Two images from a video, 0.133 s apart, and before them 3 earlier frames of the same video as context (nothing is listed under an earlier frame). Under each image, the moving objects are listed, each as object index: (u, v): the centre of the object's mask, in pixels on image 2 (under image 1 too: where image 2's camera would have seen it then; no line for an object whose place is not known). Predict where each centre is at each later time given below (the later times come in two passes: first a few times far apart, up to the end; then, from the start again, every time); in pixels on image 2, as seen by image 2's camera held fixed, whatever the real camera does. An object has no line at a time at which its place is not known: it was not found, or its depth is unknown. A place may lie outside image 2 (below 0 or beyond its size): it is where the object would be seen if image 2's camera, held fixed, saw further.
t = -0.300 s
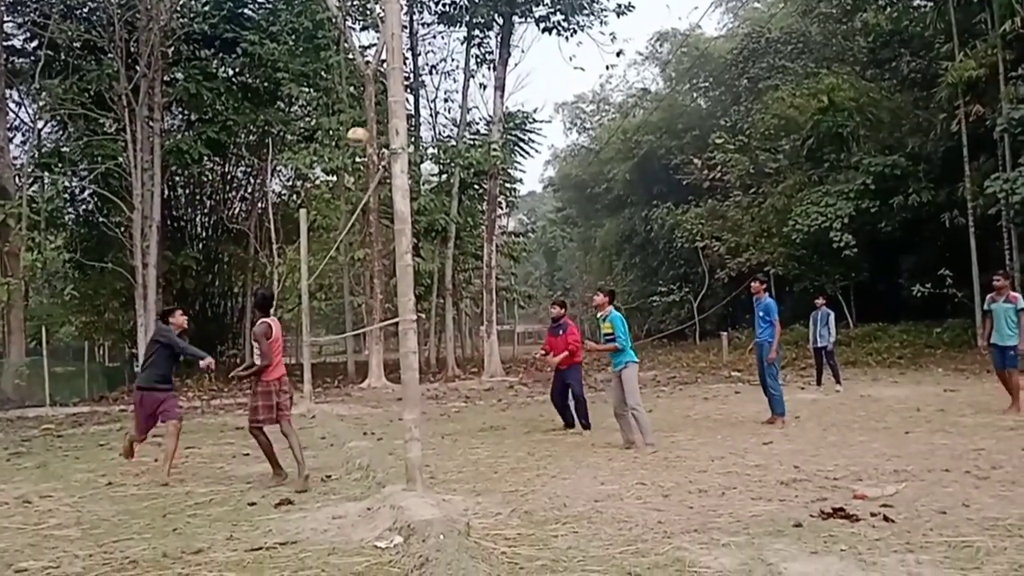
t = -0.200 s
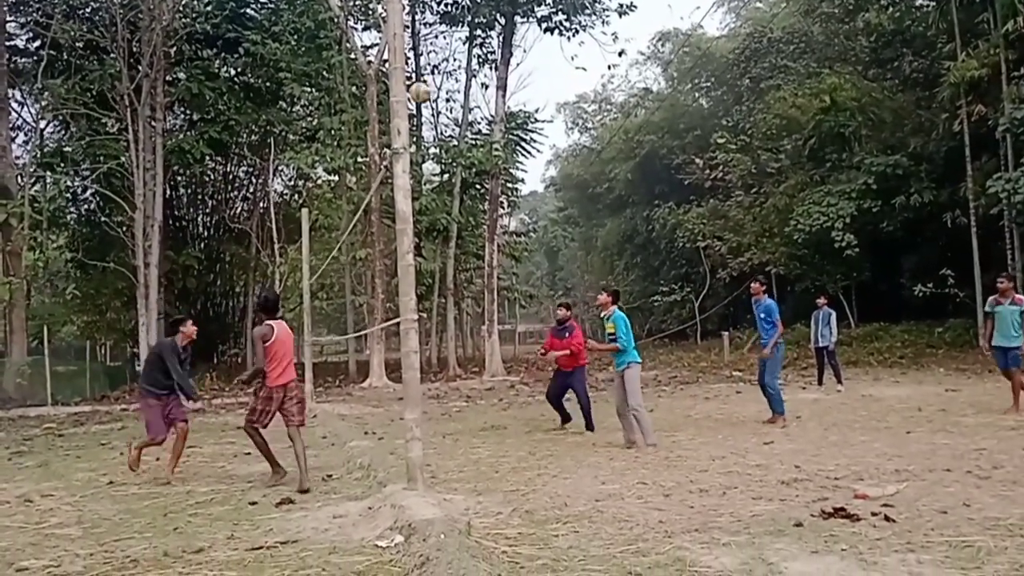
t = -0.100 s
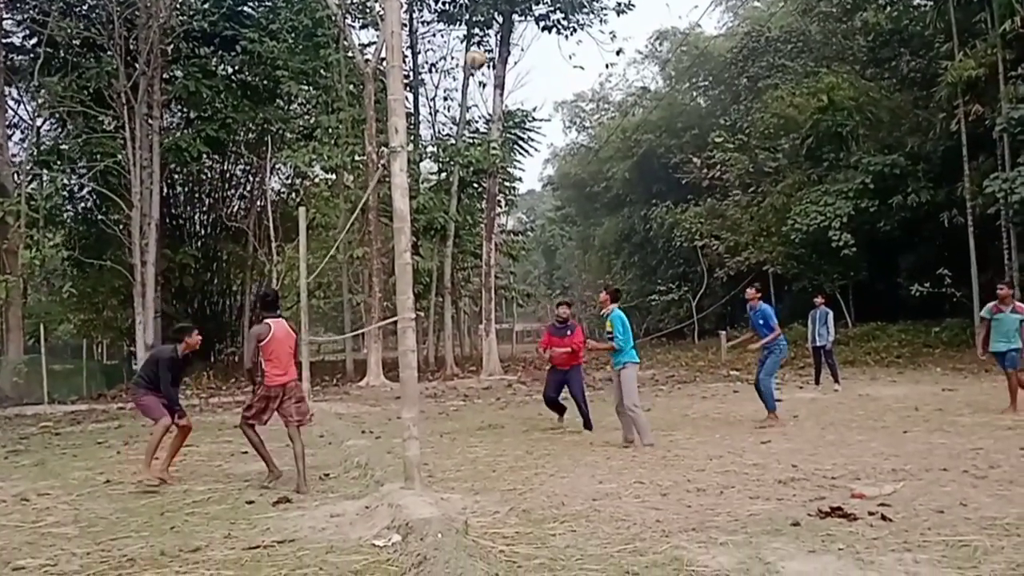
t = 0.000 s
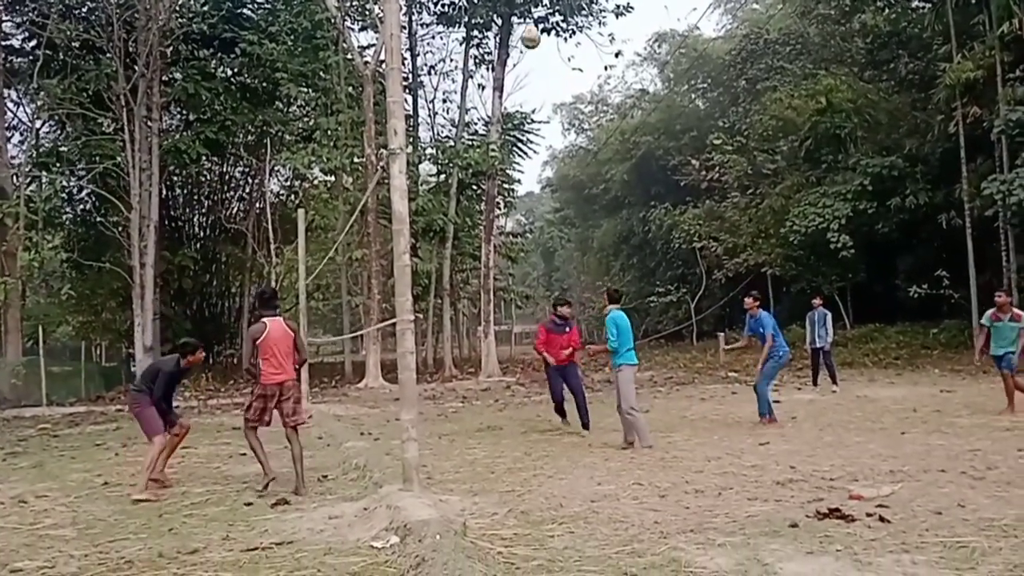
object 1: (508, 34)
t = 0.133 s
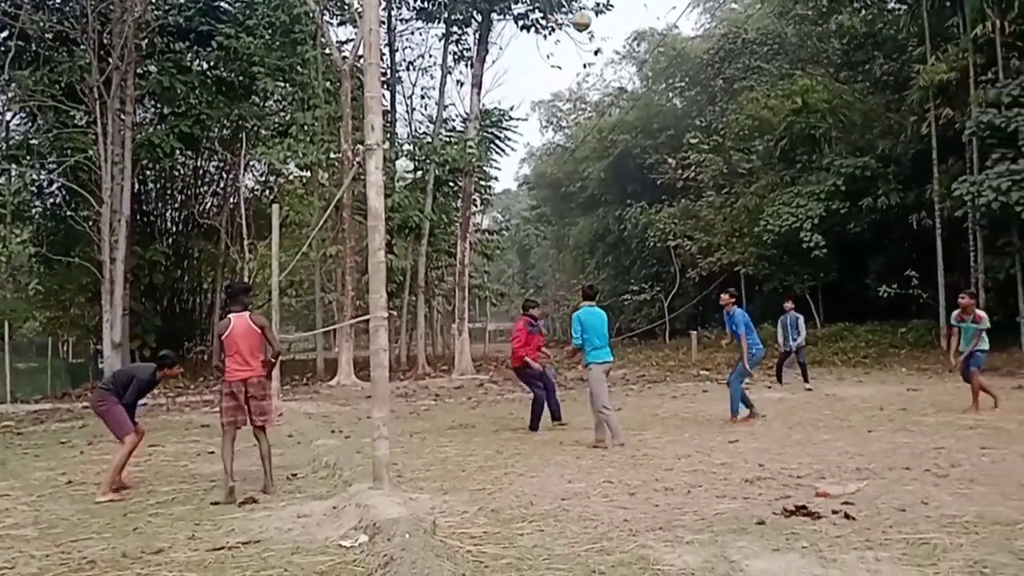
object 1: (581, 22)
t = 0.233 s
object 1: (632, 22)
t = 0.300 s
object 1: (666, 25)
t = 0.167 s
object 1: (598, 20)
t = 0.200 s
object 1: (616, 20)
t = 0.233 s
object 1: (632, 22)
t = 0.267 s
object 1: (648, 23)
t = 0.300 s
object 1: (666, 25)
